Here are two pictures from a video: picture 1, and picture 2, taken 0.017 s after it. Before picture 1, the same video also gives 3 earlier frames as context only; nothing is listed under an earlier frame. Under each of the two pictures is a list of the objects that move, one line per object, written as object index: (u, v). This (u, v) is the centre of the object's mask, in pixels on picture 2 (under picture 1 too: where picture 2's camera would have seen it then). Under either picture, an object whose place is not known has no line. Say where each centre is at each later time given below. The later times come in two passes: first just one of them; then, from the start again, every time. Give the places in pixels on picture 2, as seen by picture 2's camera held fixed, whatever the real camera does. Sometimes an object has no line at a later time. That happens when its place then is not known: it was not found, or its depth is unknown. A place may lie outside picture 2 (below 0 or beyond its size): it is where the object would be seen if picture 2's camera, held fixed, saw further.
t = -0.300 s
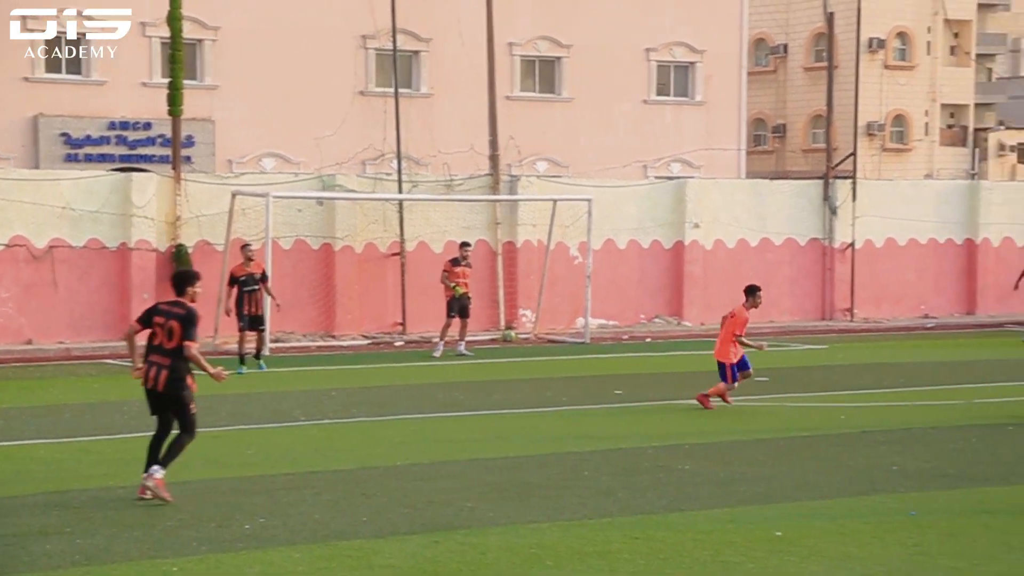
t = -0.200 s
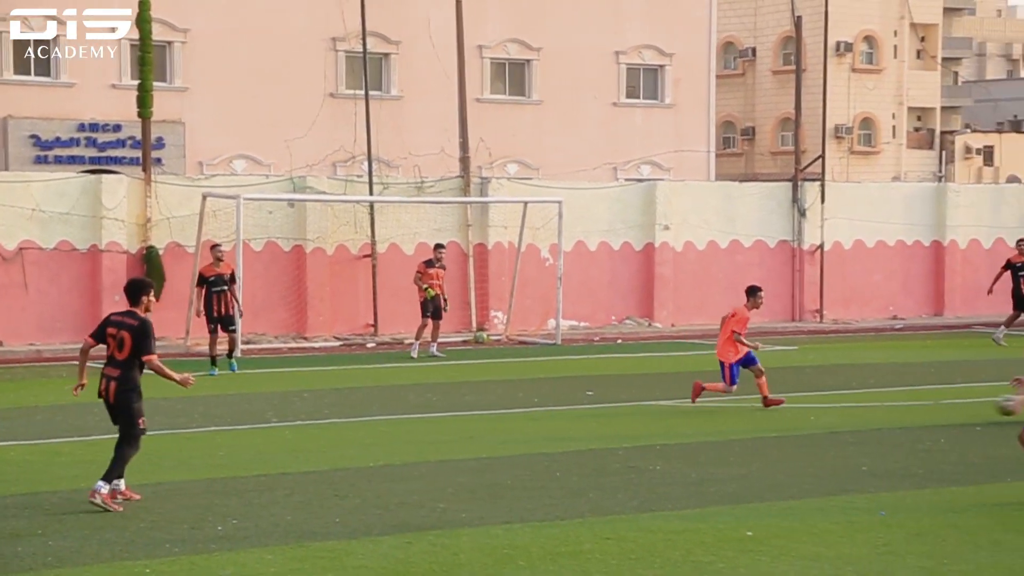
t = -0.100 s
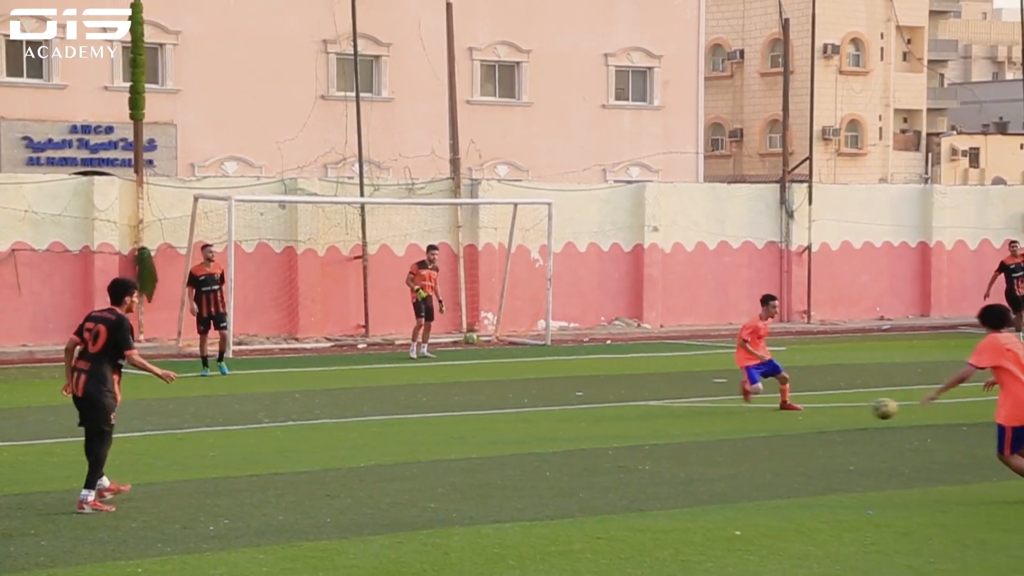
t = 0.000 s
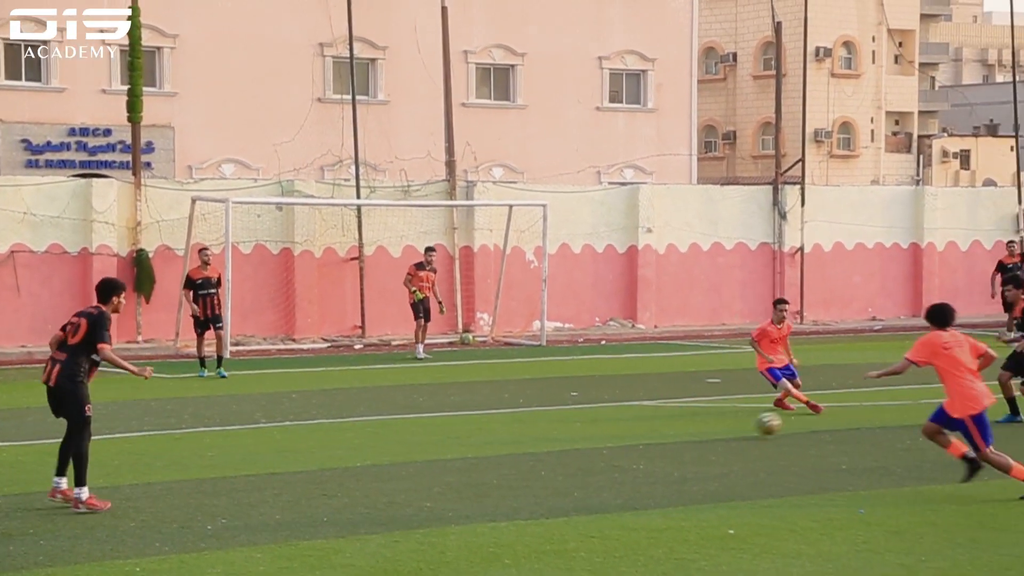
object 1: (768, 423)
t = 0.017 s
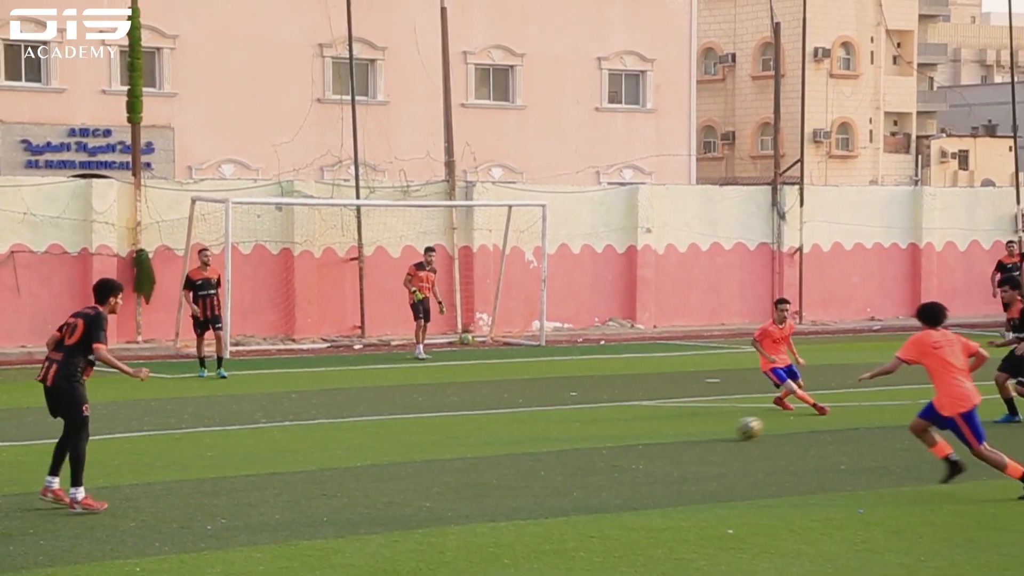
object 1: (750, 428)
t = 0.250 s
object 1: (523, 442)
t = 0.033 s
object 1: (732, 432)
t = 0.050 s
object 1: (716, 430)
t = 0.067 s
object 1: (700, 429)
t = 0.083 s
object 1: (685, 428)
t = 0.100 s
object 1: (668, 427)
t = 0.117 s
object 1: (653, 427)
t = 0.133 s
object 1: (637, 428)
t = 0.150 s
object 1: (621, 429)
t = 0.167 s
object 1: (605, 430)
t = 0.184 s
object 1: (589, 432)
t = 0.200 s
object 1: (572, 434)
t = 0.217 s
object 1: (556, 436)
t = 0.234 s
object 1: (540, 438)
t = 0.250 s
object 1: (523, 442)
